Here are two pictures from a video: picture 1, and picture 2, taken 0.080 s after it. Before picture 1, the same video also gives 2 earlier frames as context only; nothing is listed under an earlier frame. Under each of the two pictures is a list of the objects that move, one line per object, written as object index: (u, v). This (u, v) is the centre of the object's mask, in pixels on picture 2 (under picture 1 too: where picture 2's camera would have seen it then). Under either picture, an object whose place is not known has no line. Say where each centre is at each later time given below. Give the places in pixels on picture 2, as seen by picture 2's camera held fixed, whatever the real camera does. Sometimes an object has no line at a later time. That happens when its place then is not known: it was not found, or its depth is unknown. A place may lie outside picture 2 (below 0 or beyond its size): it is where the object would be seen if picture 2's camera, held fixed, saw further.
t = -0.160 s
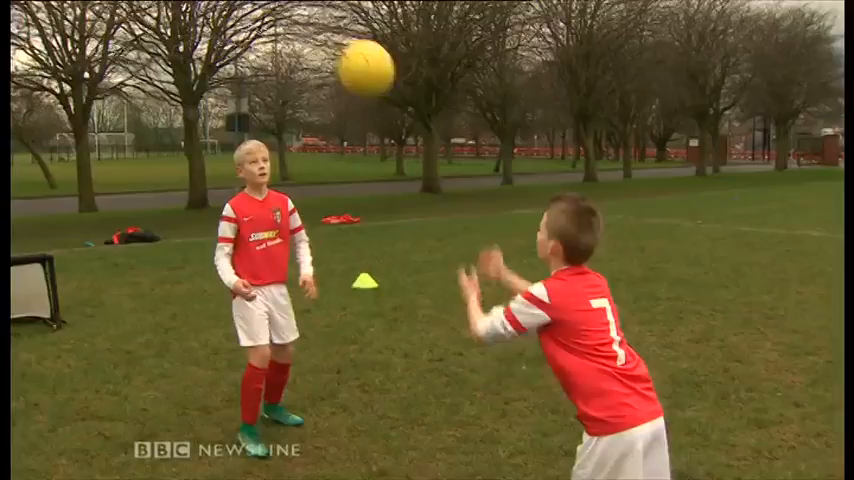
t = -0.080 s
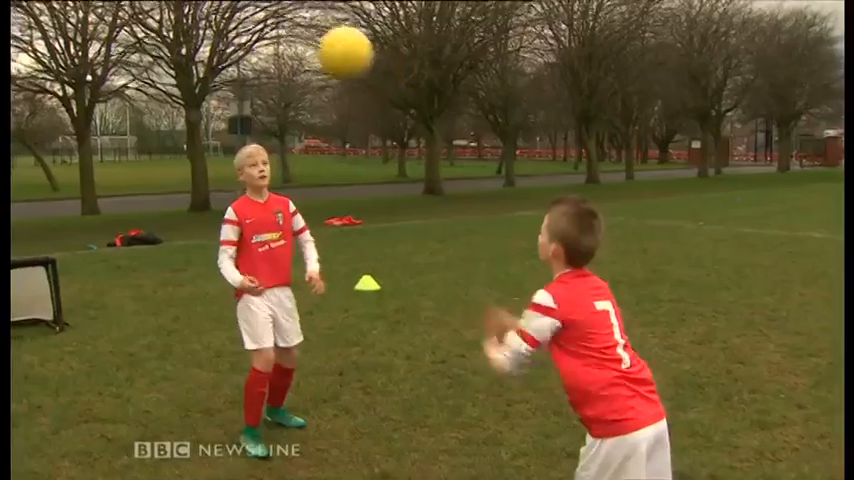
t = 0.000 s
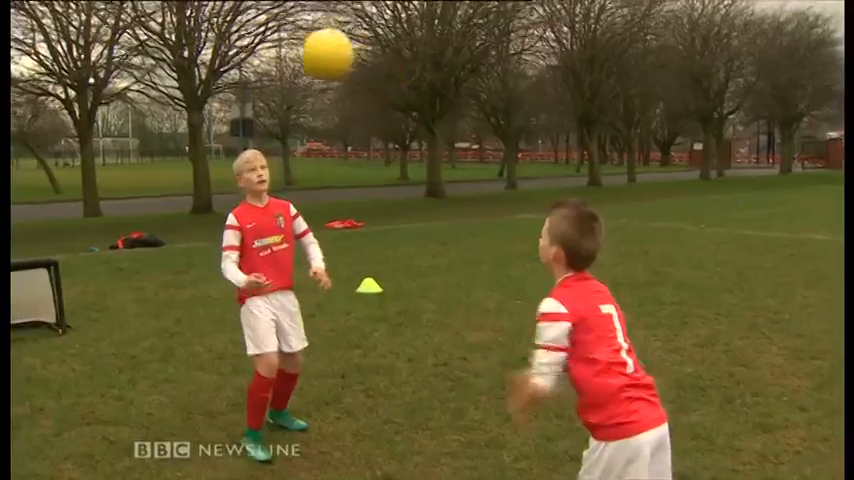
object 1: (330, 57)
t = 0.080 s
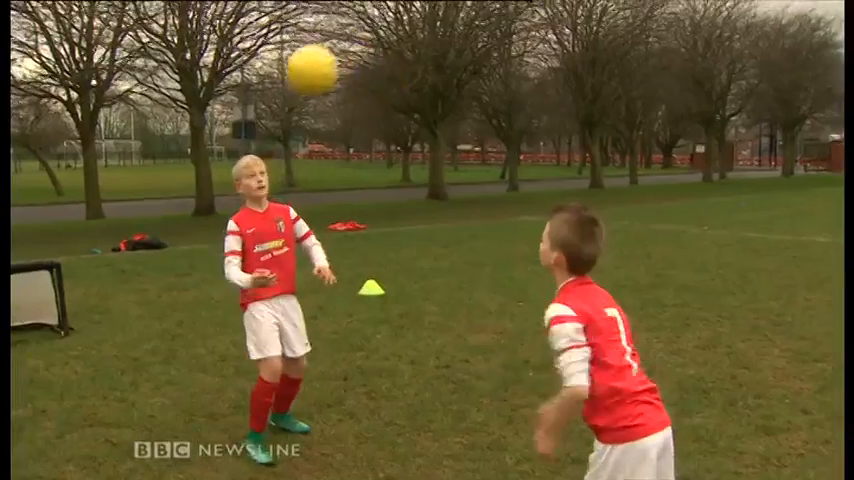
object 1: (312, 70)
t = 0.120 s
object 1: (303, 81)
